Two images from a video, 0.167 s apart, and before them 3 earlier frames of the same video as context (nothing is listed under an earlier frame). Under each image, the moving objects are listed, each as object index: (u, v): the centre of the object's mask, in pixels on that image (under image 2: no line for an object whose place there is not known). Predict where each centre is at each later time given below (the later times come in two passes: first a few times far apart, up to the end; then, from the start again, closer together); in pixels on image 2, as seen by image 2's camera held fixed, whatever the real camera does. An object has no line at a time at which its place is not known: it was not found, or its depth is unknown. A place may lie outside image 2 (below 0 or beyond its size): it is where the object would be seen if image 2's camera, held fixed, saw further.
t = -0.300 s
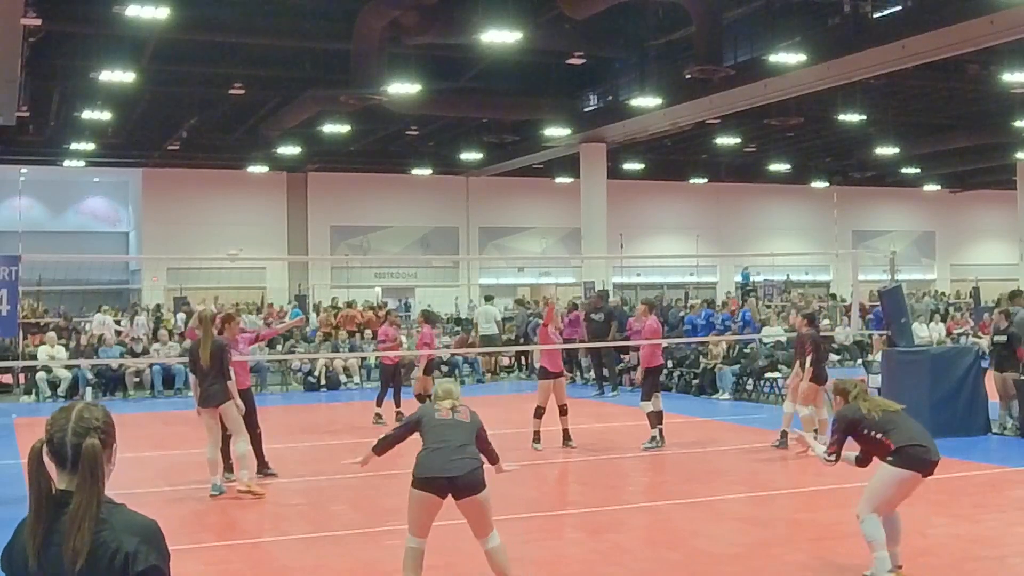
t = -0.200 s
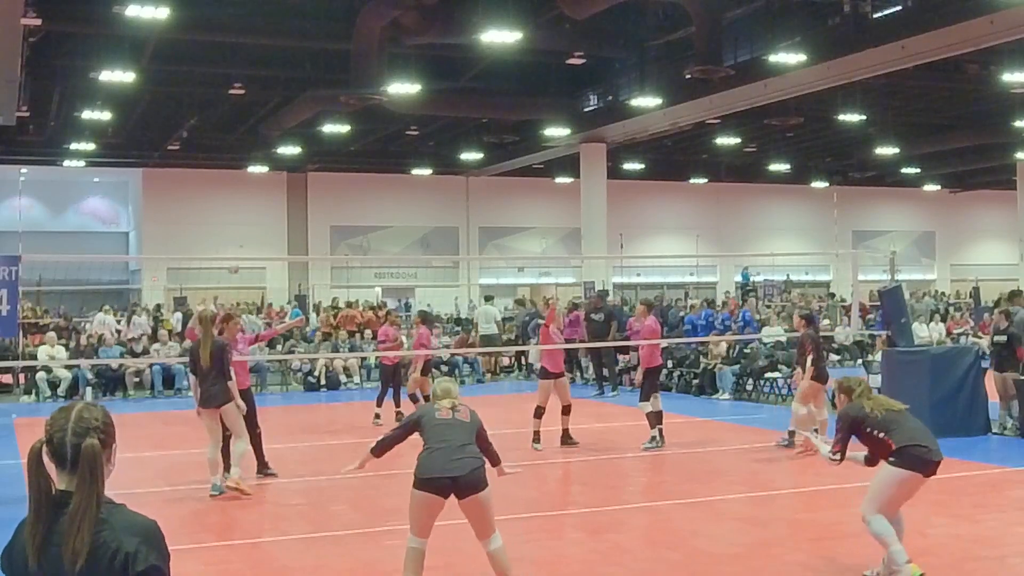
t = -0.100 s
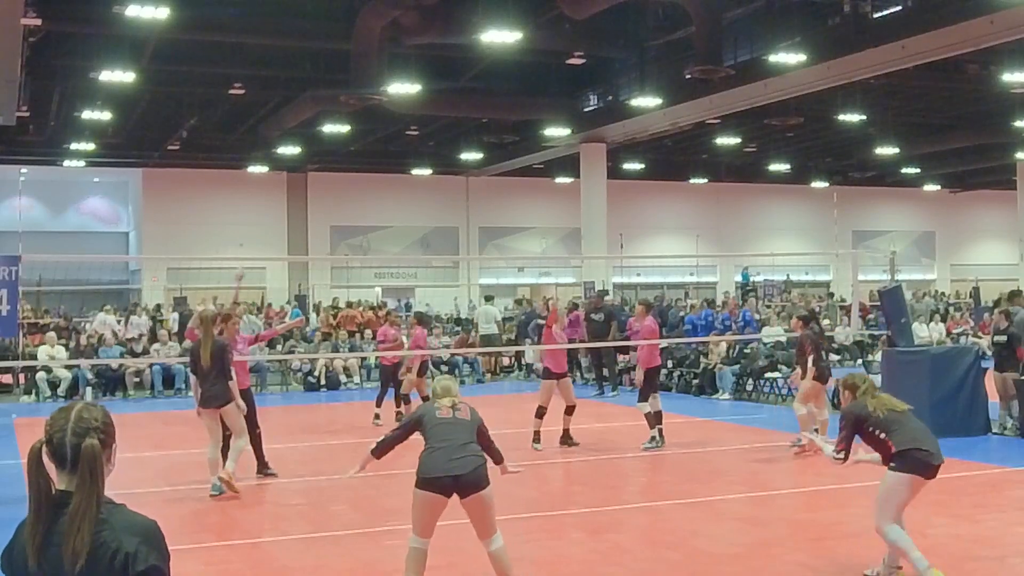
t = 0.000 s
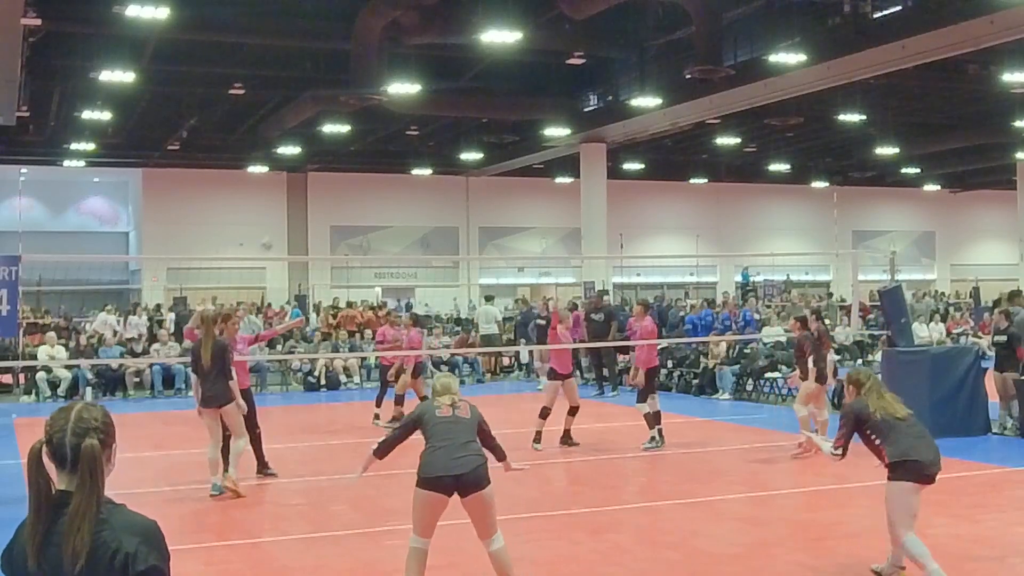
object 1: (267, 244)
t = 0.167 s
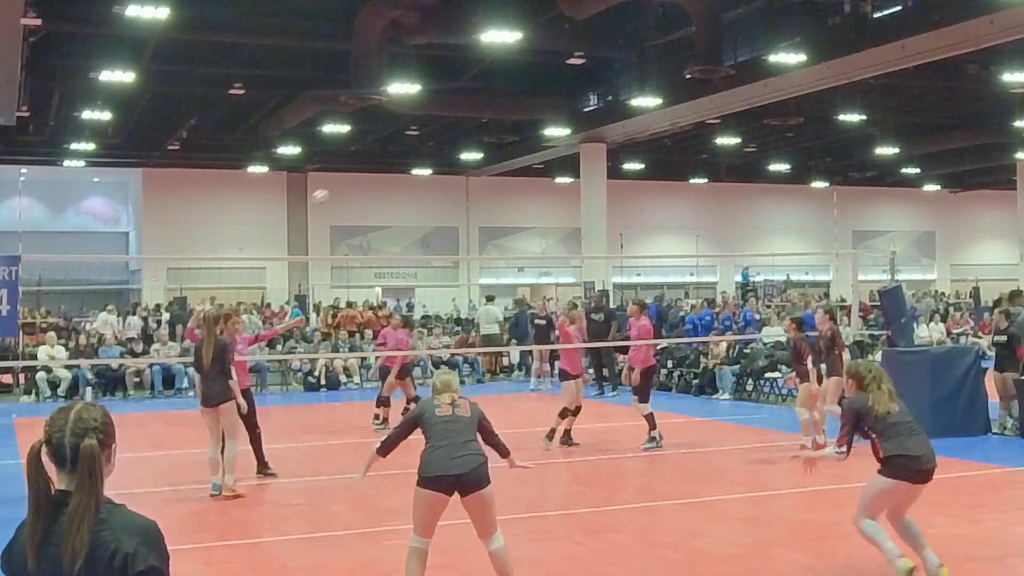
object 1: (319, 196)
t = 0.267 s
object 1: (357, 173)
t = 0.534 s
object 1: (483, 145)
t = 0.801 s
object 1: (666, 168)
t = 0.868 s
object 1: (729, 183)
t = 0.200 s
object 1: (332, 188)
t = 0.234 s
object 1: (344, 180)
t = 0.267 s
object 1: (357, 173)
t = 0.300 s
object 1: (371, 167)
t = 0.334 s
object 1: (385, 163)
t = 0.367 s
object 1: (399, 158)
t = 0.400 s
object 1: (414, 155)
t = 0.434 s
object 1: (430, 151)
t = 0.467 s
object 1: (447, 149)
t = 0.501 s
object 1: (464, 145)
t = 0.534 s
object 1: (483, 145)
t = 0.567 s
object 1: (501, 146)
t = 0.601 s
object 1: (521, 145)
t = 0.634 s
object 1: (539, 146)
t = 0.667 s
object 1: (564, 149)
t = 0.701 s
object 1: (586, 151)
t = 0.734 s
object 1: (613, 156)
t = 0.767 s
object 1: (638, 162)
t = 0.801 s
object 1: (666, 168)
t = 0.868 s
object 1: (729, 183)
